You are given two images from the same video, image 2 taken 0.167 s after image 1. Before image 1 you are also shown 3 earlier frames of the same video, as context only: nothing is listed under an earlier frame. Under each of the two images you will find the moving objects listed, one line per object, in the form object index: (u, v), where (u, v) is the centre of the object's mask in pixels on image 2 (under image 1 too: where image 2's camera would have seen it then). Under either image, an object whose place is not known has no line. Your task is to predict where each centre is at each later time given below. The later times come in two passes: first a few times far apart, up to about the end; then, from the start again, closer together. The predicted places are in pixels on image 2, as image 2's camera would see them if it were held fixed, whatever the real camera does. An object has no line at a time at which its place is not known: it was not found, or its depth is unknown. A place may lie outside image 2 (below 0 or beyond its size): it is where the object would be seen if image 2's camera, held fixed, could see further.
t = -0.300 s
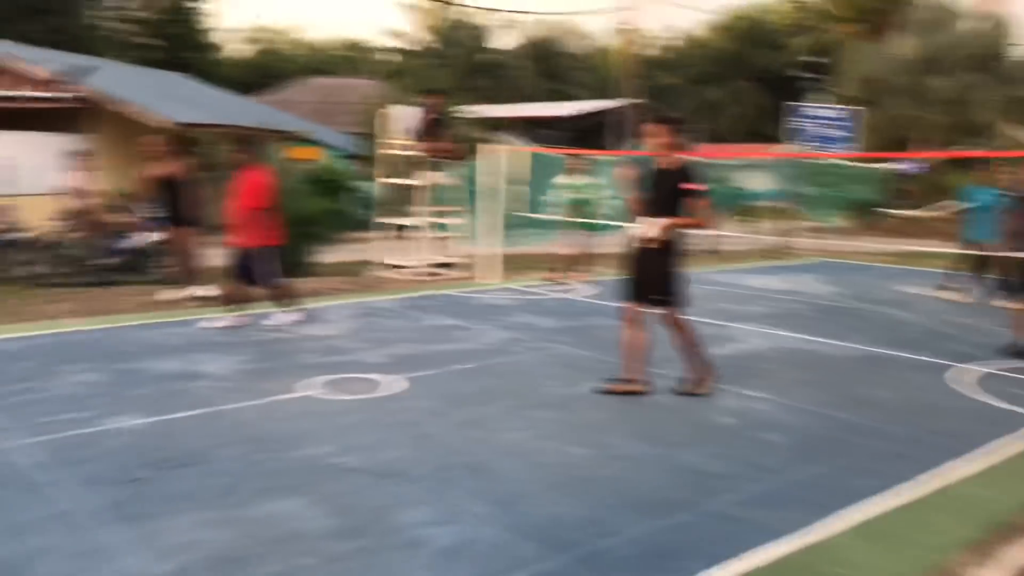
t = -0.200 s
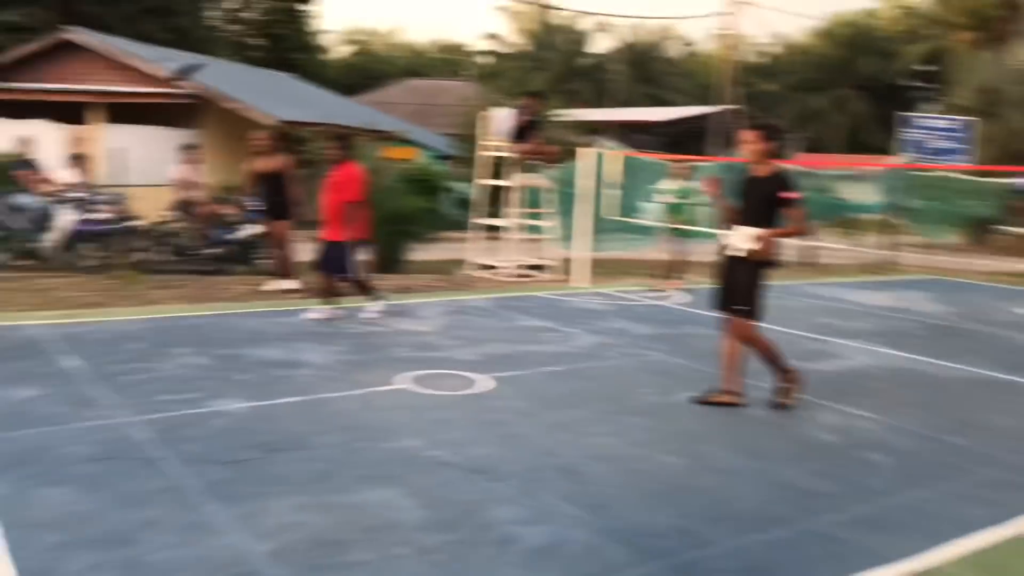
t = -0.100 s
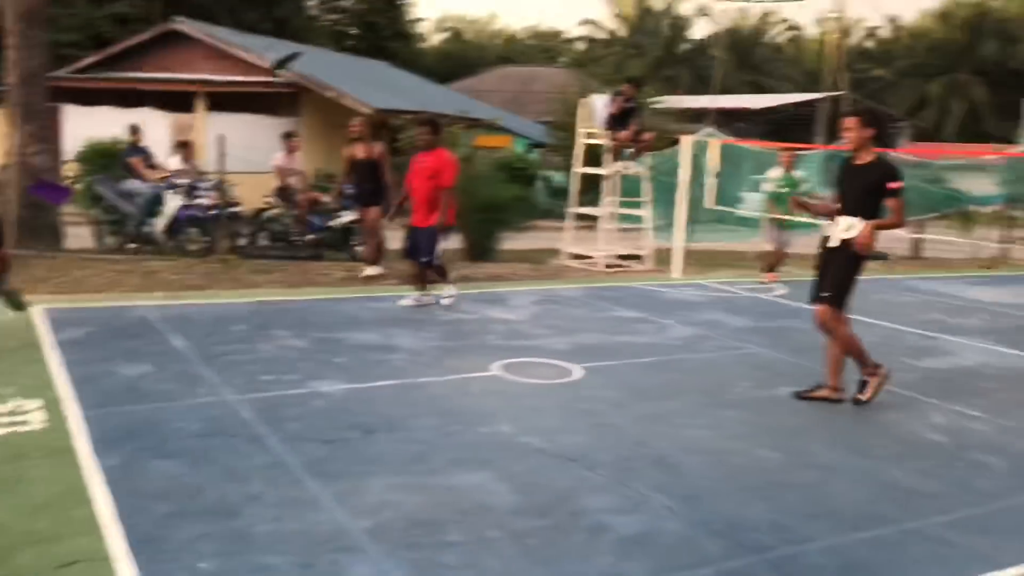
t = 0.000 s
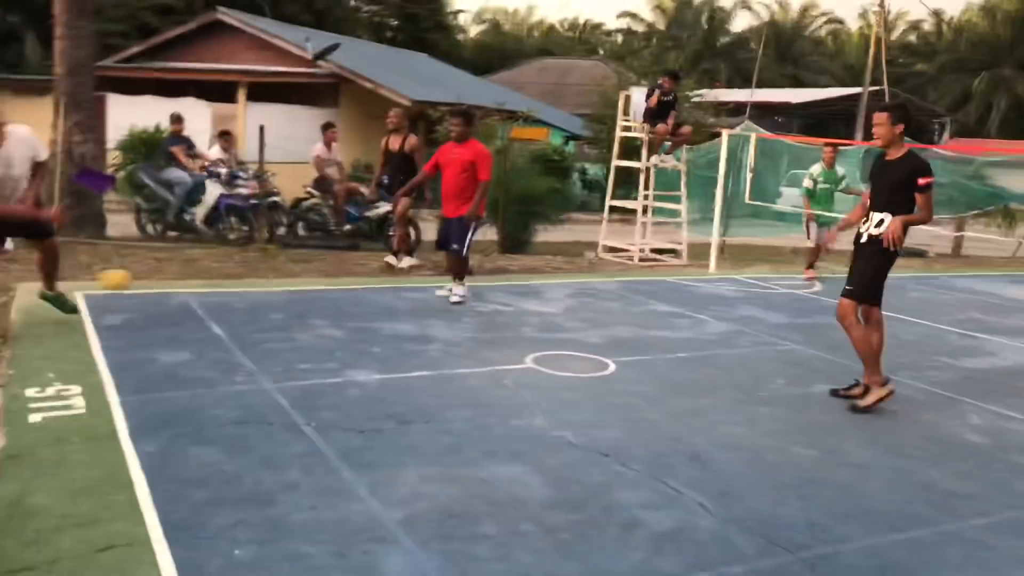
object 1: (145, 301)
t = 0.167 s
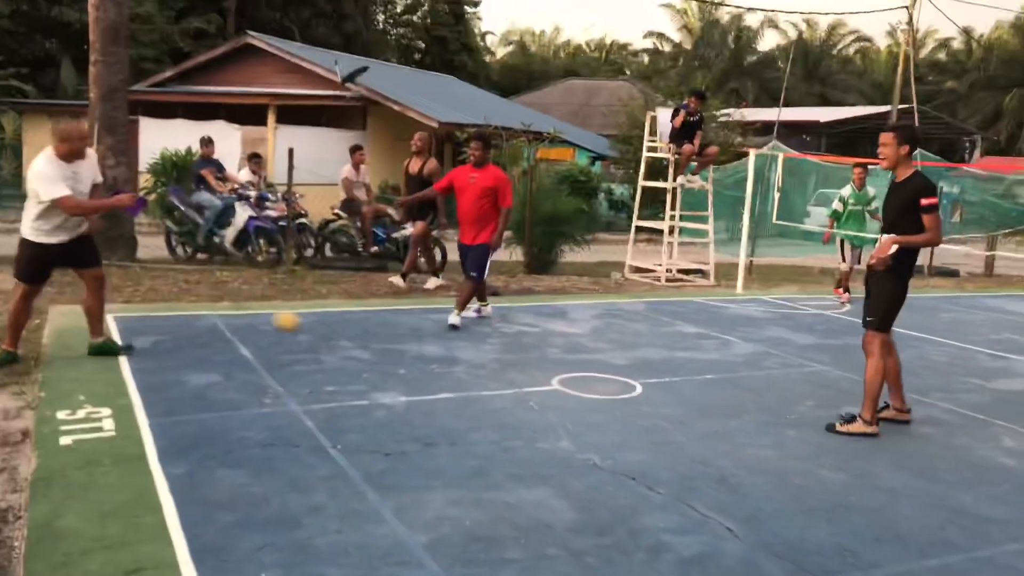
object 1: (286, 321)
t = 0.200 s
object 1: (312, 329)
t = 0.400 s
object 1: (429, 329)
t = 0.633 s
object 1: (534, 343)
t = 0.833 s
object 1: (613, 341)
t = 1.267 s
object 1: (756, 339)
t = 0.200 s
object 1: (312, 329)
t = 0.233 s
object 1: (337, 339)
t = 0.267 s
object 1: (361, 349)
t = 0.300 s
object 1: (379, 343)
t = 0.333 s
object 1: (397, 337)
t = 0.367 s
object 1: (413, 332)
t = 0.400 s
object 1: (429, 329)
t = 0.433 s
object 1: (445, 327)
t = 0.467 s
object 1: (463, 327)
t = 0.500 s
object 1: (477, 328)
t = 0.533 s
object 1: (492, 331)
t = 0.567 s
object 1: (507, 336)
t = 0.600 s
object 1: (521, 343)
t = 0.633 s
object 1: (534, 343)
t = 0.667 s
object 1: (548, 339)
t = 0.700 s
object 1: (562, 336)
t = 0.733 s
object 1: (575, 336)
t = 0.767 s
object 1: (588, 336)
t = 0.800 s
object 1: (600, 337)
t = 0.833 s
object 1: (613, 341)
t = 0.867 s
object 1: (624, 341)
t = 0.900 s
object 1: (636, 337)
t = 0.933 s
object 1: (648, 335)
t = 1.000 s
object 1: (671, 337)
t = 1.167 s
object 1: (725, 339)
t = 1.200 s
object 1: (736, 339)
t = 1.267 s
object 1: (756, 339)
